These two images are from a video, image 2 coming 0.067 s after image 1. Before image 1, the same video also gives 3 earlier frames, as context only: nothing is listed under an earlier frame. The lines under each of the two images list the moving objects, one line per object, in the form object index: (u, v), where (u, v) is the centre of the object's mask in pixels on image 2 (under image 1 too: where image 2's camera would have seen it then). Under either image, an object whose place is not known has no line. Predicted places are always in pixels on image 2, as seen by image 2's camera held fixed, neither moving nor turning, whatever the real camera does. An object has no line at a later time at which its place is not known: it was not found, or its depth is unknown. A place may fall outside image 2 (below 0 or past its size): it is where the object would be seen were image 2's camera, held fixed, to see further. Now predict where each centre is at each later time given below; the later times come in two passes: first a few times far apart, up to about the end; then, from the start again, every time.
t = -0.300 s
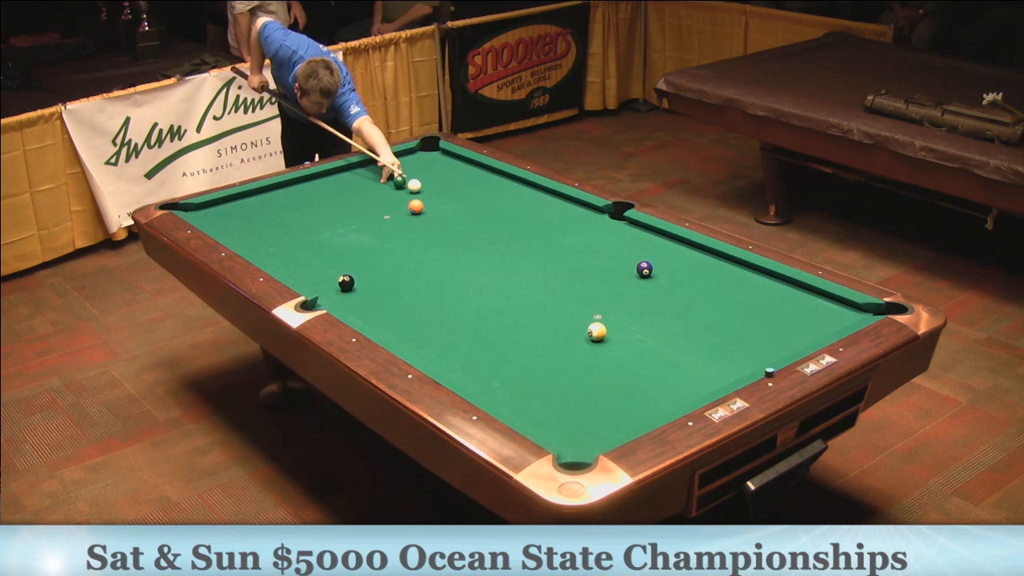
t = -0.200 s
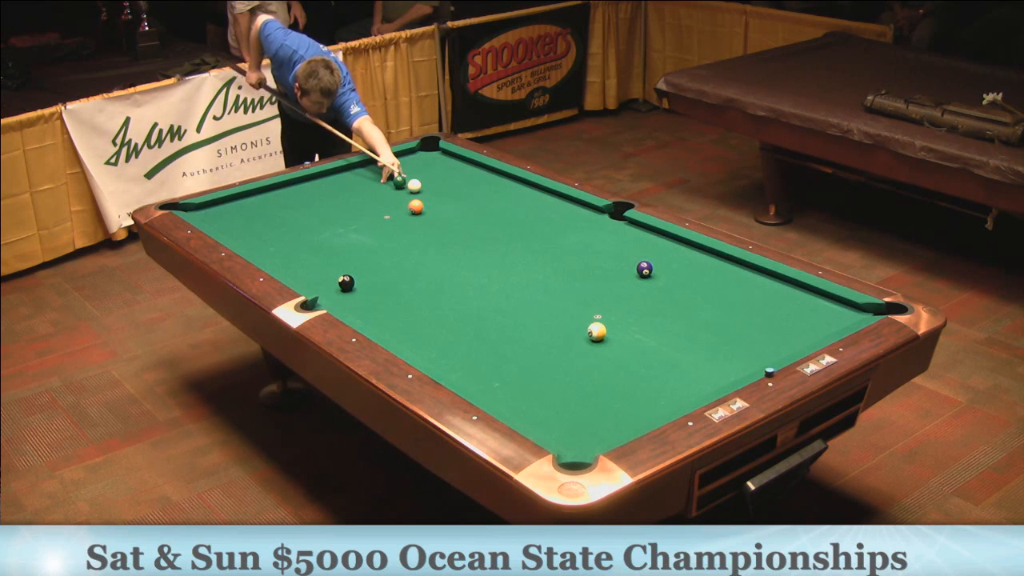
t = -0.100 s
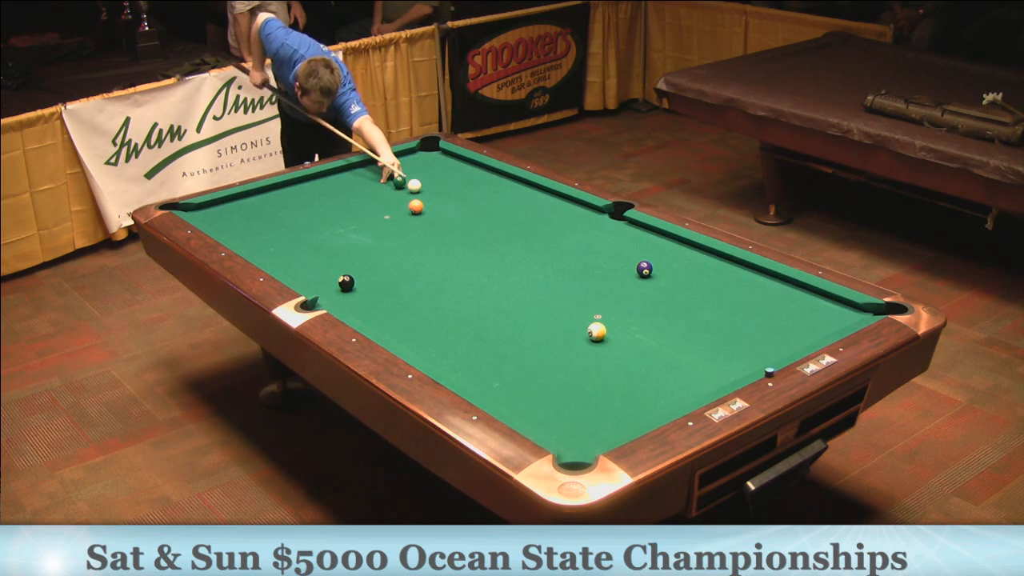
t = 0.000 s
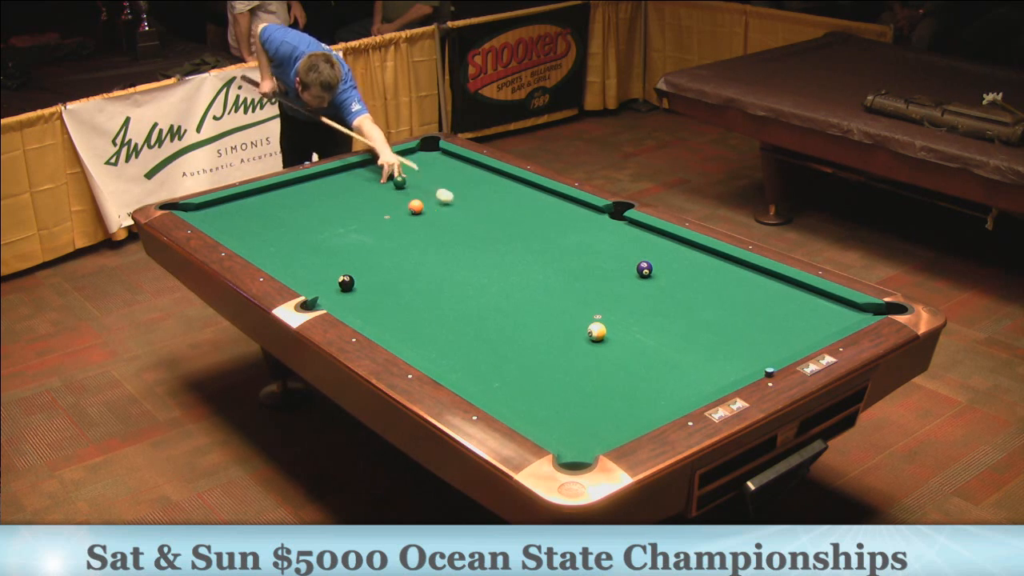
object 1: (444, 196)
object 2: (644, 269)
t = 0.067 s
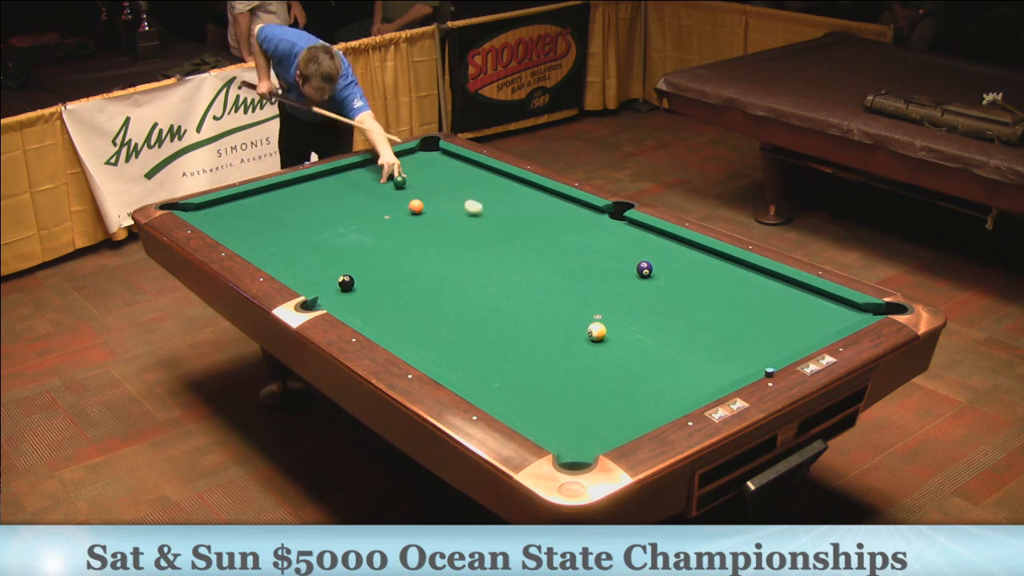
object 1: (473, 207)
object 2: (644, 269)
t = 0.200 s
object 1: (535, 230)
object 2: (644, 269)
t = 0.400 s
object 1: (627, 268)
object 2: (657, 271)
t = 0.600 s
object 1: (624, 289)
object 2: (773, 293)
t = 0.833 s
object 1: (641, 321)
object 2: (865, 312)
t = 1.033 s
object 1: (657, 351)
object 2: (863, 311)
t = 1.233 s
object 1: (674, 383)
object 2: (856, 313)
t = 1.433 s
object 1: (661, 397)
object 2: (850, 312)
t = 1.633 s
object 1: (618, 392)
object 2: (844, 310)
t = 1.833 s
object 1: (577, 386)
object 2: (839, 308)
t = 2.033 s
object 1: (538, 381)
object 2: (835, 307)
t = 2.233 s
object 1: (502, 376)
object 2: (832, 305)
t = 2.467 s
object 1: (461, 370)
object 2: (831, 304)
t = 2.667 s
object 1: (440, 361)
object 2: (830, 303)
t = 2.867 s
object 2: (830, 303)
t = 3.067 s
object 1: (434, 341)
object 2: (830, 303)
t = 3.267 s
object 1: (431, 332)
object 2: (830, 303)
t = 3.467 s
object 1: (429, 324)
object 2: (830, 303)
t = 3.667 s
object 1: (426, 316)
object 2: (830, 303)
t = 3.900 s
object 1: (424, 308)
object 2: (830, 303)
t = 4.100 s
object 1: (422, 302)
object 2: (830, 303)
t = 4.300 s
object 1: (420, 296)
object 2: (830, 303)
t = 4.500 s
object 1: (418, 291)
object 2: (830, 303)
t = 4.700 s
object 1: (416, 286)
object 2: (830, 303)
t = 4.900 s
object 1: (415, 282)
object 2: (830, 303)
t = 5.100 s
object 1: (414, 279)
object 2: (830, 303)
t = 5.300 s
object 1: (413, 275)
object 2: (830, 303)
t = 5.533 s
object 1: (412, 272)
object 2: (830, 303)
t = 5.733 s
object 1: (411, 270)
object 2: (830, 303)
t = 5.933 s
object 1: (411, 268)
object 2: (830, 303)
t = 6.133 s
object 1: (410, 266)
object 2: (830, 303)
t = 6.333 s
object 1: (410, 265)
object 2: (830, 303)
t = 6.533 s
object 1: (410, 265)
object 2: (830, 303)
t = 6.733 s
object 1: (410, 264)
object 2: (830, 303)
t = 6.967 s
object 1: (410, 264)
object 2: (830, 303)
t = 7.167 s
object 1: (410, 264)
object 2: (830, 303)
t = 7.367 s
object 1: (410, 264)
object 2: (830, 303)
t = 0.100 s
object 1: (488, 213)
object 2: (644, 269)
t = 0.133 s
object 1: (503, 218)
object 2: (644, 269)
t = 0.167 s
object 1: (519, 224)
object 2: (644, 269)
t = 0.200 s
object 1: (535, 230)
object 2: (644, 269)
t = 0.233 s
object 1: (551, 236)
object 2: (644, 269)
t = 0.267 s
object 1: (568, 243)
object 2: (644, 269)
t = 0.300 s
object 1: (586, 249)
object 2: (644, 269)
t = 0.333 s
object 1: (603, 256)
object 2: (644, 269)
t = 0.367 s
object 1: (622, 263)
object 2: (644, 269)
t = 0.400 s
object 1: (627, 268)
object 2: (657, 271)
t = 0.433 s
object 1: (625, 271)
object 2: (678, 275)
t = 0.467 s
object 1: (623, 274)
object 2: (699, 279)
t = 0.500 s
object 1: (622, 278)
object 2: (718, 283)
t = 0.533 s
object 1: (622, 281)
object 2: (737, 286)
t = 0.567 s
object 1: (622, 285)
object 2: (756, 290)
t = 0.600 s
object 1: (624, 289)
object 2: (773, 293)
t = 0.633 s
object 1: (626, 294)
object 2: (791, 296)
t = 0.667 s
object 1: (628, 298)
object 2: (808, 299)
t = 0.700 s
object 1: (631, 303)
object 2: (824, 301)
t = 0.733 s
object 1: (633, 307)
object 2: (840, 305)
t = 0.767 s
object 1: (636, 312)
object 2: (854, 308)
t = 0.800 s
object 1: (638, 317)
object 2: (860, 311)
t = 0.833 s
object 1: (641, 321)
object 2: (865, 312)
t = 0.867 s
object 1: (643, 326)
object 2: (865, 311)
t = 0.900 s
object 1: (646, 331)
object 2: (864, 309)
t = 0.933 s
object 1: (649, 336)
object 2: (864, 310)
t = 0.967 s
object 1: (651, 341)
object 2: (864, 310)
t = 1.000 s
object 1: (654, 346)
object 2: (864, 311)
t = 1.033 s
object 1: (657, 351)
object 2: (863, 311)
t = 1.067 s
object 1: (660, 356)
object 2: (863, 311)
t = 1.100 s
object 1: (663, 361)
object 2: (863, 312)
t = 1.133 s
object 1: (665, 367)
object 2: (861, 313)
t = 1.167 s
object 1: (668, 372)
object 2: (859, 313)
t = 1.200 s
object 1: (671, 378)
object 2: (858, 313)
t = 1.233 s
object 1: (674, 383)
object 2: (856, 313)
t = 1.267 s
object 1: (677, 389)
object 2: (855, 313)
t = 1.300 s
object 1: (680, 394)
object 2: (854, 313)
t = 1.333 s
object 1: (682, 397)
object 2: (853, 313)
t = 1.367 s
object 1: (676, 398)
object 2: (852, 313)
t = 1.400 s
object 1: (668, 398)
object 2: (851, 312)
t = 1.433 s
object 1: (661, 397)
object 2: (850, 312)
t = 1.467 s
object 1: (653, 396)
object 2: (849, 312)
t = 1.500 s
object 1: (646, 395)
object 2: (848, 311)
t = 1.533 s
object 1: (639, 394)
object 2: (847, 311)
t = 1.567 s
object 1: (632, 393)
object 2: (846, 311)
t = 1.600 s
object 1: (625, 393)
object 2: (845, 310)
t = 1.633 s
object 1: (618, 392)
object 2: (844, 310)
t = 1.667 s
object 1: (611, 391)
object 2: (843, 310)
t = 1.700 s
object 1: (604, 390)
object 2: (842, 309)
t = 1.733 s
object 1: (597, 389)
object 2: (842, 309)
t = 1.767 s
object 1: (590, 388)
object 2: (841, 309)
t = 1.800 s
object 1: (584, 387)
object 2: (840, 309)
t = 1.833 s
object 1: (577, 386)
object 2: (839, 308)
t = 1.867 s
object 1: (570, 385)
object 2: (839, 308)
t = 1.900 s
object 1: (564, 384)
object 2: (838, 307)
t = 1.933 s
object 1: (557, 383)
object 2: (837, 307)
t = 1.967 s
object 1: (551, 382)
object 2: (836, 307)
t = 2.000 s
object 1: (545, 381)
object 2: (836, 307)
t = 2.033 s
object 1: (538, 381)
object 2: (835, 307)
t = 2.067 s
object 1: (532, 380)
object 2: (835, 306)
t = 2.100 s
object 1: (526, 379)
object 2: (834, 306)
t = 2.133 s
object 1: (520, 378)
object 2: (834, 306)
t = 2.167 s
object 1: (514, 377)
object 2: (833, 305)
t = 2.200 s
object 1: (508, 376)
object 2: (833, 305)
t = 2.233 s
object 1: (502, 376)
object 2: (832, 305)
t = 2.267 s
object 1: (496, 375)
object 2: (832, 305)
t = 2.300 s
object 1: (490, 374)
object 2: (832, 305)
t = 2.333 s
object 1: (484, 373)
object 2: (832, 305)
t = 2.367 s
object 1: (478, 372)
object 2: (831, 305)
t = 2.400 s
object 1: (472, 371)
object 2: (831, 304)
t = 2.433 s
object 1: (467, 371)
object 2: (831, 304)
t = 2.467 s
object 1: (461, 370)
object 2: (831, 304)
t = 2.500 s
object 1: (456, 368)
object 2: (831, 304)
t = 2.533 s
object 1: (451, 367)
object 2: (831, 304)
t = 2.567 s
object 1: (446, 366)
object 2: (831, 304)
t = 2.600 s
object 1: (442, 364)
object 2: (831, 304)
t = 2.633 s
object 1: (441, 363)
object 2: (830, 304)
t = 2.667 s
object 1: (440, 361)
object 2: (830, 303)
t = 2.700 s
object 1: (440, 360)
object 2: (830, 303)
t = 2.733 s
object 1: (439, 358)
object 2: (830, 303)
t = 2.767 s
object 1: (440, 354)
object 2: (830, 303)
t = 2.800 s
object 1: (444, 350)
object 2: (830, 303)
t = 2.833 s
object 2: (830, 303)
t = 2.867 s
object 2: (830, 303)
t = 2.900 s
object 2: (830, 303)
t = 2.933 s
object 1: (440, 348)
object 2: (830, 303)
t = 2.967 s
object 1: (437, 344)
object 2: (830, 303)
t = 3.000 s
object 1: (436, 344)
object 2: (830, 303)
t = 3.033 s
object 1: (434, 343)
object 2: (830, 303)
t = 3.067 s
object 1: (434, 341)
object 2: (830, 303)
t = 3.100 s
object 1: (433, 340)
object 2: (830, 303)
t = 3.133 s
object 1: (433, 338)
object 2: (830, 303)
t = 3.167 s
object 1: (432, 337)
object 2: (830, 303)
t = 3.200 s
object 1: (432, 335)
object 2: (830, 303)
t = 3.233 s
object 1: (431, 334)
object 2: (830, 303)
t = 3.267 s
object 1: (431, 332)
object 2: (830, 303)
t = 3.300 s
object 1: (431, 331)
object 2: (830, 303)
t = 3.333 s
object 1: (430, 330)
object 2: (830, 303)
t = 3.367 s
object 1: (430, 328)
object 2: (830, 303)
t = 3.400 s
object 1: (429, 327)
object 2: (830, 303)
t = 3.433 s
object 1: (429, 325)
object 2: (830, 303)
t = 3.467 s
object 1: (429, 324)
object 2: (830, 303)
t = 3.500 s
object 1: (428, 323)
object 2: (830, 303)
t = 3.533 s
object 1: (428, 321)
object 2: (830, 303)
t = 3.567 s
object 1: (428, 320)
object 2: (830, 303)
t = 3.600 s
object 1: (427, 319)
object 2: (830, 303)
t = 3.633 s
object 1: (427, 318)
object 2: (830, 303)
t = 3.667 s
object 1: (426, 316)
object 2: (830, 303)
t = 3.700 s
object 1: (426, 315)
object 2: (830, 303)
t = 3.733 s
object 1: (426, 314)
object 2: (830, 303)
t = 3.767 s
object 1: (426, 313)
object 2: (830, 303)
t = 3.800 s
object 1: (425, 312)
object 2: (830, 303)
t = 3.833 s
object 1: (425, 311)
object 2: (830, 303)
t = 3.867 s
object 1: (424, 309)
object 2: (830, 303)
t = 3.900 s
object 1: (424, 308)
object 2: (830, 303)
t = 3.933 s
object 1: (424, 307)
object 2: (830, 303)
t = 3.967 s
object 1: (423, 306)
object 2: (830, 303)
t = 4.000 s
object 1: (423, 305)
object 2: (830, 303)
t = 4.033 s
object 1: (423, 304)
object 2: (830, 303)
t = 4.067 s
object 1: (422, 303)
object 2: (830, 303)
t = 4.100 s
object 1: (422, 302)
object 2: (830, 303)
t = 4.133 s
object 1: (421, 301)
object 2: (830, 303)
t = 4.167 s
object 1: (421, 300)
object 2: (830, 303)
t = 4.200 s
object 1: (421, 299)
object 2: (830, 303)
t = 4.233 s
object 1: (421, 298)
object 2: (830, 303)
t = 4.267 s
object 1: (420, 297)
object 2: (830, 303)
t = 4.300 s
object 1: (420, 296)
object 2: (830, 303)
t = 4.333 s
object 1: (419, 295)
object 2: (830, 303)
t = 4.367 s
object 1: (419, 294)
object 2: (830, 303)
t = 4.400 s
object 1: (419, 293)
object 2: (830, 303)
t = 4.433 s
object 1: (419, 293)
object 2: (830, 303)
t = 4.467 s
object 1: (418, 292)
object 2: (830, 303)
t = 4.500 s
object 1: (418, 291)
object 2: (830, 303)
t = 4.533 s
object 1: (418, 290)
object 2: (830, 303)
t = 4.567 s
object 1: (418, 289)
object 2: (830, 303)
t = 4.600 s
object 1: (417, 289)
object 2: (830, 303)
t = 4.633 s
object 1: (417, 288)
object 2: (830, 303)
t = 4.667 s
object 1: (417, 287)
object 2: (830, 303)
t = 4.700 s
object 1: (416, 286)
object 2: (830, 303)
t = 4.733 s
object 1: (416, 286)
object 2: (830, 303)
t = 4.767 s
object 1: (416, 285)
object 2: (830, 303)
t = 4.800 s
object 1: (416, 284)
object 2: (830, 303)
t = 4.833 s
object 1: (415, 284)
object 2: (830, 303)
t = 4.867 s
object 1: (415, 283)
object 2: (830, 303)
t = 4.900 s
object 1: (415, 282)
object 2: (830, 303)
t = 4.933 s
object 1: (415, 281)
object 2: (830, 303)
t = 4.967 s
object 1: (414, 281)
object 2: (830, 303)
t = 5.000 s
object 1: (414, 280)
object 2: (830, 303)
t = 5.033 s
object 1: (414, 280)
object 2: (830, 303)
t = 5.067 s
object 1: (414, 279)
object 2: (830, 303)
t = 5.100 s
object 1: (414, 279)
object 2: (830, 303)
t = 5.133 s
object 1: (413, 278)
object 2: (830, 303)
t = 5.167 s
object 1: (413, 277)
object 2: (830, 303)
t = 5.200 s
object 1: (413, 277)
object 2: (830, 303)
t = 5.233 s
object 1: (413, 276)
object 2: (830, 303)
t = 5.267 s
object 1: (413, 276)
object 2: (830, 303)
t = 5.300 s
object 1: (413, 275)
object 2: (830, 303)
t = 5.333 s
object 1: (413, 275)
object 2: (830, 303)
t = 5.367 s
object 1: (412, 274)
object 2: (830, 303)
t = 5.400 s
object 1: (412, 274)
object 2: (830, 303)
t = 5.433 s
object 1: (412, 273)
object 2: (830, 303)
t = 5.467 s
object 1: (412, 273)
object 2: (830, 303)
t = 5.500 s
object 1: (412, 272)
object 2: (830, 303)
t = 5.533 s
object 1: (412, 272)
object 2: (830, 303)
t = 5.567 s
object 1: (412, 272)
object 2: (830, 303)
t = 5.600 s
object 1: (412, 271)
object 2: (830, 303)
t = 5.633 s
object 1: (411, 271)
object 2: (830, 303)
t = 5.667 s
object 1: (411, 271)
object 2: (830, 303)
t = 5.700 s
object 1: (411, 270)
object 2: (830, 303)
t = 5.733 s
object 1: (411, 270)
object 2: (830, 303)
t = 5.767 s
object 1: (411, 270)
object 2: (830, 303)
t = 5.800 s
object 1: (411, 269)
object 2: (830, 303)
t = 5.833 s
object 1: (411, 269)
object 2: (830, 303)
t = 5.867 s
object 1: (411, 268)
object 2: (830, 303)
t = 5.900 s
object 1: (411, 268)
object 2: (830, 303)
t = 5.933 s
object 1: (411, 268)
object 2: (830, 303)
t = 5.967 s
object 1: (411, 268)
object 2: (830, 303)
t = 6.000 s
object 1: (411, 267)
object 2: (830, 303)
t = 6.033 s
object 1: (410, 267)
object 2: (830, 303)
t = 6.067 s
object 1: (410, 267)
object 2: (830, 303)
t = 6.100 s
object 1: (410, 267)
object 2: (830, 303)
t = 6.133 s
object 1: (410, 266)
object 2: (830, 303)
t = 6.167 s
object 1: (410, 266)
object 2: (830, 303)
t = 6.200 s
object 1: (410, 266)
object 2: (830, 303)
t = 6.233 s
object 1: (410, 266)
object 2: (830, 303)
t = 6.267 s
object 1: (411, 266)
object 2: (830, 303)
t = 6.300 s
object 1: (410, 266)
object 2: (830, 303)
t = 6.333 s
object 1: (410, 265)
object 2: (830, 303)
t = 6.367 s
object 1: (410, 265)
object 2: (830, 303)
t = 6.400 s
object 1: (410, 265)
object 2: (830, 303)
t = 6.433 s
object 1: (410, 265)
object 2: (830, 303)
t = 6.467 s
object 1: (410, 265)
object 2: (830, 303)
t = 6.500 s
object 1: (410, 265)
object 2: (830, 303)
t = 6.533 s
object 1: (410, 265)
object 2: (830, 303)
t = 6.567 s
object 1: (410, 264)
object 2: (830, 303)
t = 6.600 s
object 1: (410, 264)
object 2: (830, 303)
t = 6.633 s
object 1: (410, 264)
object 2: (830, 303)
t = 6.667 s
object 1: (410, 264)
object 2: (830, 303)
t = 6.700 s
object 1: (410, 264)
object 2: (830, 303)
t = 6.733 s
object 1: (410, 264)
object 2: (830, 303)
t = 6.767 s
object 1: (410, 264)
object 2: (830, 303)
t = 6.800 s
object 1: (410, 264)
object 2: (830, 303)
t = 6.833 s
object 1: (410, 264)
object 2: (830, 303)
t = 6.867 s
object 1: (410, 264)
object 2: (830, 303)
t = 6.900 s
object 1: (410, 264)
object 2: (830, 303)
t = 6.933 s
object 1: (410, 264)
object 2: (830, 303)
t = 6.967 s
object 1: (410, 264)
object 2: (830, 303)
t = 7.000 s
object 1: (410, 264)
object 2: (830, 303)
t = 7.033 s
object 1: (410, 264)
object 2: (830, 303)
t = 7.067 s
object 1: (410, 264)
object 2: (830, 303)
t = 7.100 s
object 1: (410, 264)
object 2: (830, 303)
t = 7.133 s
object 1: (410, 264)
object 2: (830, 303)
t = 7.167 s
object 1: (410, 264)
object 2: (830, 303)
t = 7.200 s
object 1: (410, 264)
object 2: (830, 303)
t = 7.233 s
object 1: (410, 264)
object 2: (830, 303)
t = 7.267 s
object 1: (410, 264)
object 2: (830, 303)
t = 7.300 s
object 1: (410, 264)
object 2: (830, 303)
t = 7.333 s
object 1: (410, 264)
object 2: (830, 303)
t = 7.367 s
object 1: (410, 264)
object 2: (830, 303)
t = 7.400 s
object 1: (410, 264)
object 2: (830, 303)
